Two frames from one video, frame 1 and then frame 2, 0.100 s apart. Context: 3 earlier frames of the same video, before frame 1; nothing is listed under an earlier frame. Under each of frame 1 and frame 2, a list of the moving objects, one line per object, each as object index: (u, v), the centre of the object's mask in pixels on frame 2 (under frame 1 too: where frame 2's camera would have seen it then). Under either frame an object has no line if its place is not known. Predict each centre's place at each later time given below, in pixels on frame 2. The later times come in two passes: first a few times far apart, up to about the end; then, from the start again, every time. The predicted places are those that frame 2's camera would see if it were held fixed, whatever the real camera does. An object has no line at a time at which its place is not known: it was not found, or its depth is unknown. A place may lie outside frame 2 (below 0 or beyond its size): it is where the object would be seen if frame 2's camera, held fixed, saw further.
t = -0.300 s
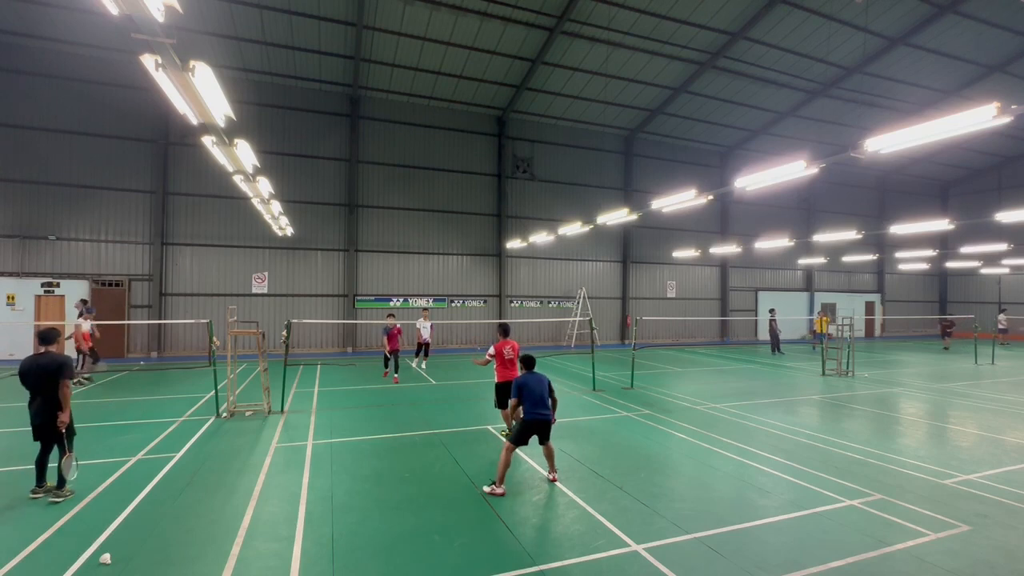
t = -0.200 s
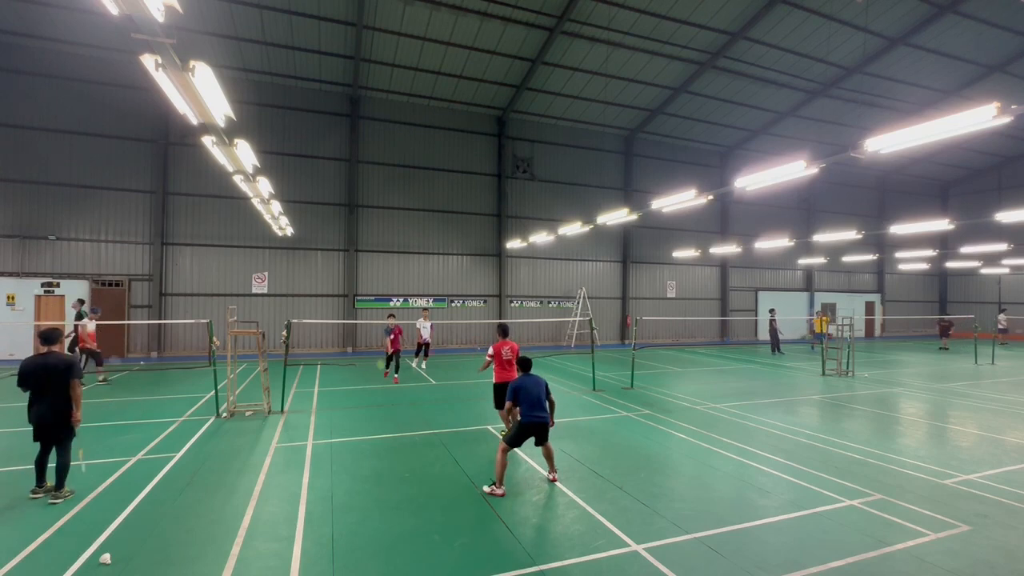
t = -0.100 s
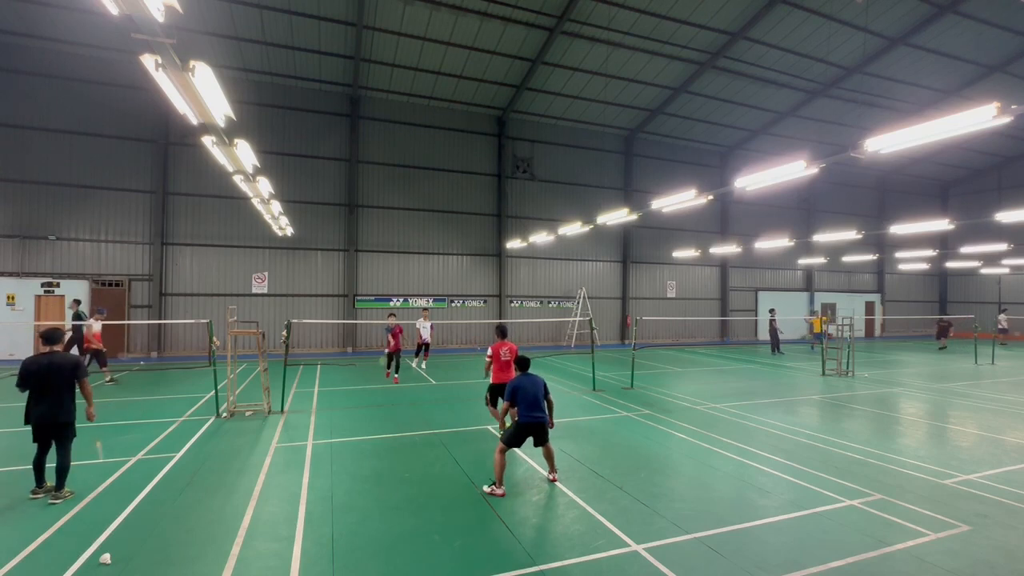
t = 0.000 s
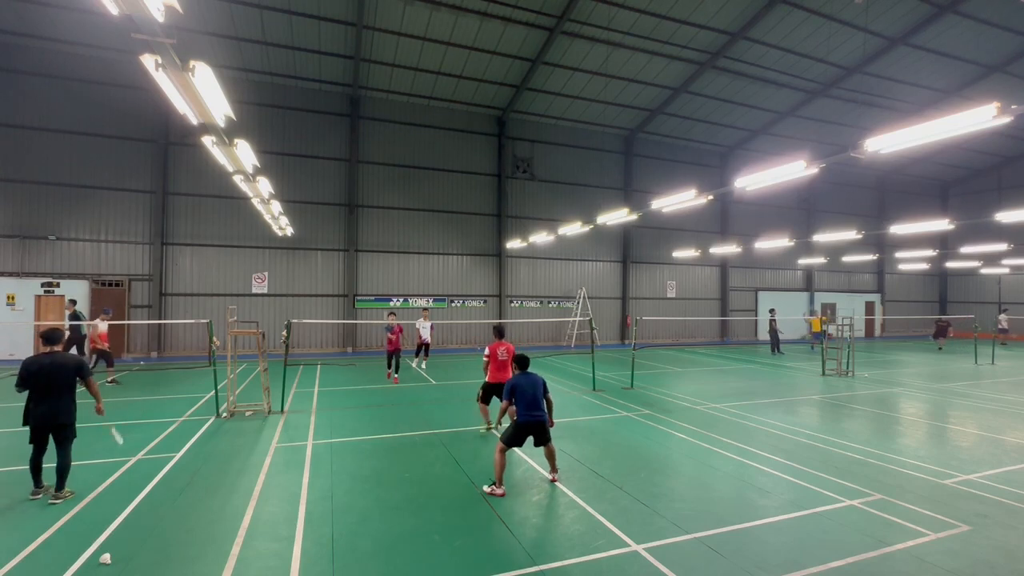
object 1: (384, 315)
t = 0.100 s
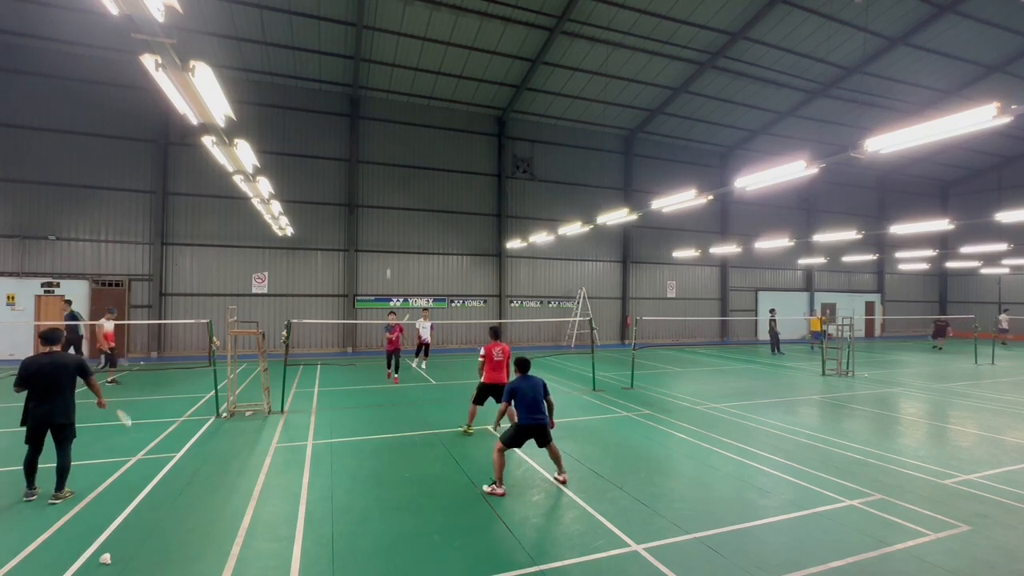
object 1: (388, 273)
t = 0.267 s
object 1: (390, 215)
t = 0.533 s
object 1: (392, 159)
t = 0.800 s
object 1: (390, 153)
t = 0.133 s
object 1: (388, 260)
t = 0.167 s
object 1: (389, 247)
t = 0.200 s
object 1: (390, 236)
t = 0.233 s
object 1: (390, 225)
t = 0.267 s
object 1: (390, 215)
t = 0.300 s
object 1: (391, 205)
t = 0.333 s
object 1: (391, 196)
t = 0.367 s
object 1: (391, 189)
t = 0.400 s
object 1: (392, 181)
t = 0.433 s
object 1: (392, 175)
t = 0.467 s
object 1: (392, 169)
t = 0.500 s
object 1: (392, 163)
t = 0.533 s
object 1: (392, 159)
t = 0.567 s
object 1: (391, 155)
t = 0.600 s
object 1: (392, 152)
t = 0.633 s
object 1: (392, 150)
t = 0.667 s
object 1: (391, 149)
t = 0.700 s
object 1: (391, 149)
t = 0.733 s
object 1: (391, 149)
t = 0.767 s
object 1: (392, 150)
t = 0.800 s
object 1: (390, 153)
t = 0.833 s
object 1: (390, 156)
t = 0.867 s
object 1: (389, 161)
